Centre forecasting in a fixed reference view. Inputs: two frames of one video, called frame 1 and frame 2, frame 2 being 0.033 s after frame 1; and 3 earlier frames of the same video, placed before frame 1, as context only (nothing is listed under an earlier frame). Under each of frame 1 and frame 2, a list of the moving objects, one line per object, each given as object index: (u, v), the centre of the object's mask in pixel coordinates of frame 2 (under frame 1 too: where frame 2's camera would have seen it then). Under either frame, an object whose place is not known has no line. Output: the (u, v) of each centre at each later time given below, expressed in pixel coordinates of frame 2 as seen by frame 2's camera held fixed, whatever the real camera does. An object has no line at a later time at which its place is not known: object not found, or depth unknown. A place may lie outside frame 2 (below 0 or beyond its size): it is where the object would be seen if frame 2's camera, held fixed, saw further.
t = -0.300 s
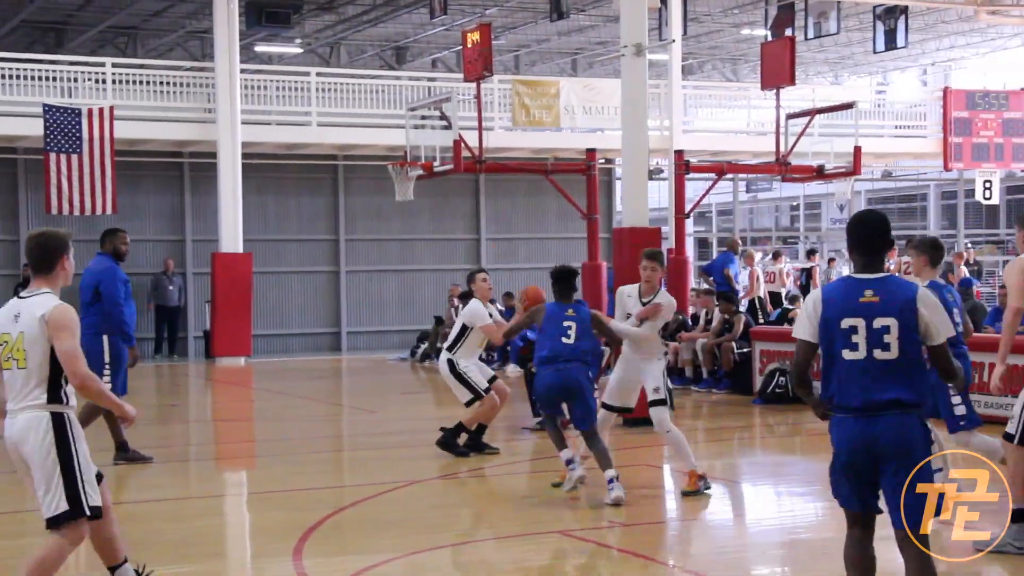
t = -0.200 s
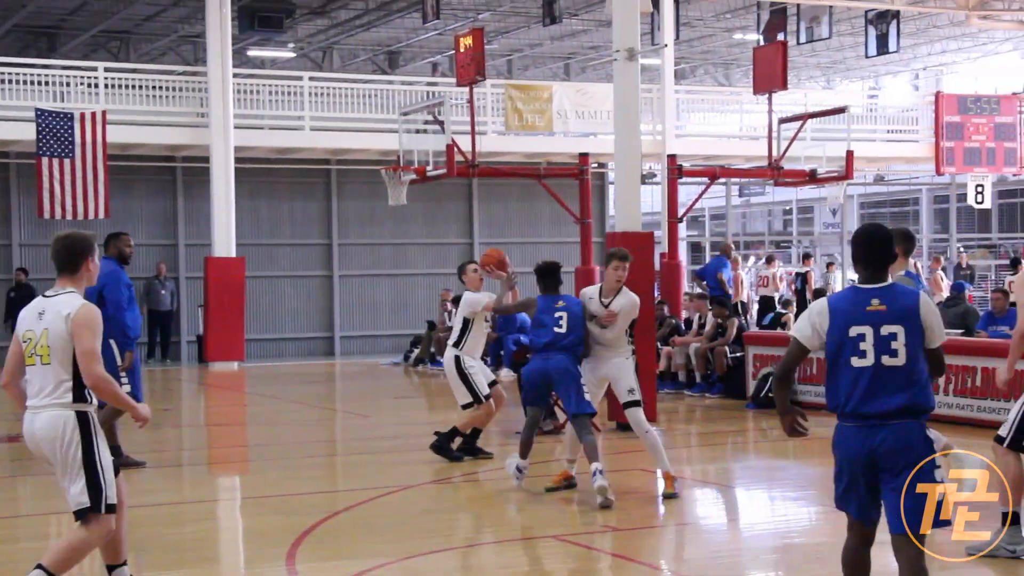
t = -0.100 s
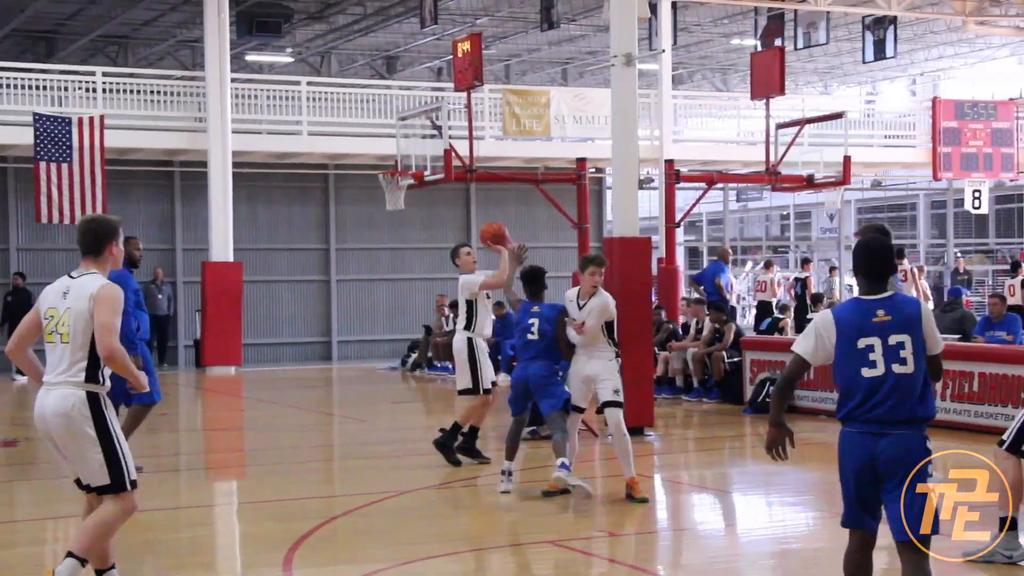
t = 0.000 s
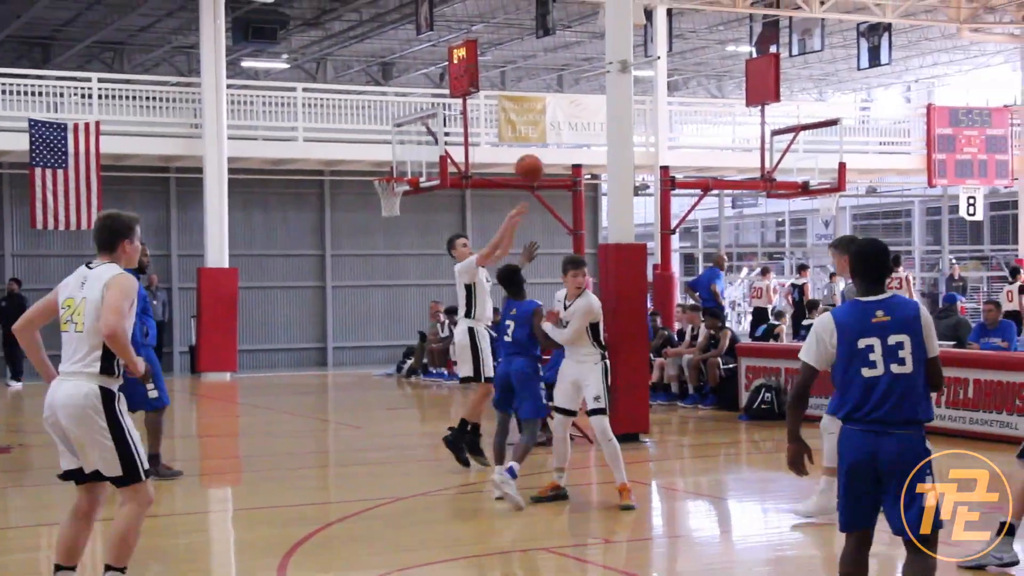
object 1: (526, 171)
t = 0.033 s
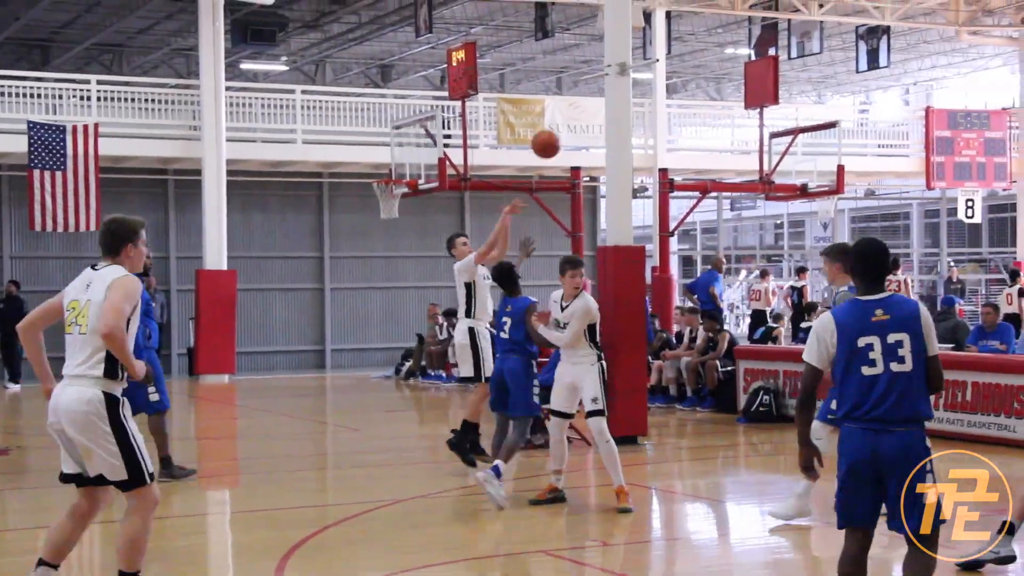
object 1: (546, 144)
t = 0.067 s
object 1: (565, 118)
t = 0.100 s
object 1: (585, 94)
